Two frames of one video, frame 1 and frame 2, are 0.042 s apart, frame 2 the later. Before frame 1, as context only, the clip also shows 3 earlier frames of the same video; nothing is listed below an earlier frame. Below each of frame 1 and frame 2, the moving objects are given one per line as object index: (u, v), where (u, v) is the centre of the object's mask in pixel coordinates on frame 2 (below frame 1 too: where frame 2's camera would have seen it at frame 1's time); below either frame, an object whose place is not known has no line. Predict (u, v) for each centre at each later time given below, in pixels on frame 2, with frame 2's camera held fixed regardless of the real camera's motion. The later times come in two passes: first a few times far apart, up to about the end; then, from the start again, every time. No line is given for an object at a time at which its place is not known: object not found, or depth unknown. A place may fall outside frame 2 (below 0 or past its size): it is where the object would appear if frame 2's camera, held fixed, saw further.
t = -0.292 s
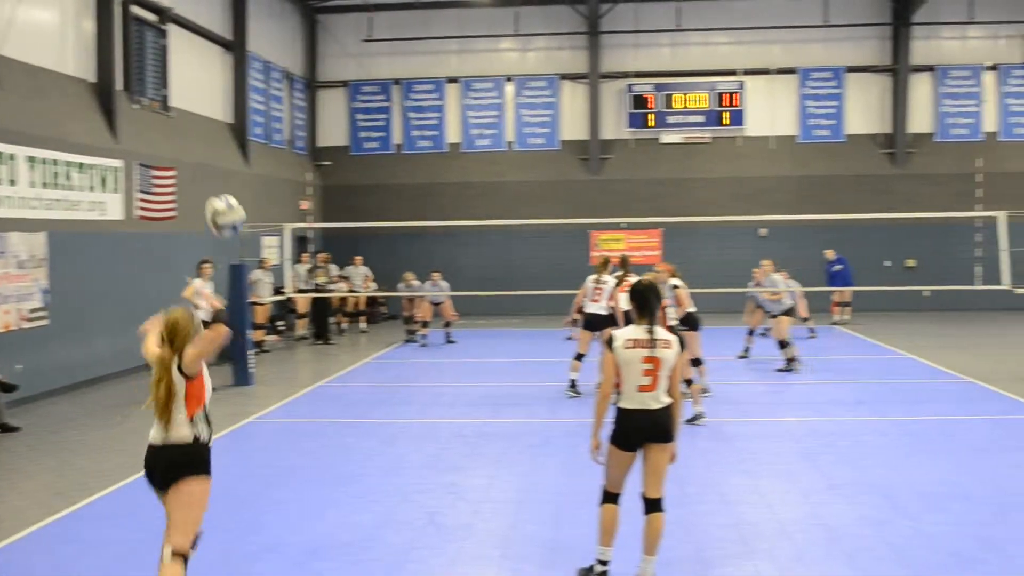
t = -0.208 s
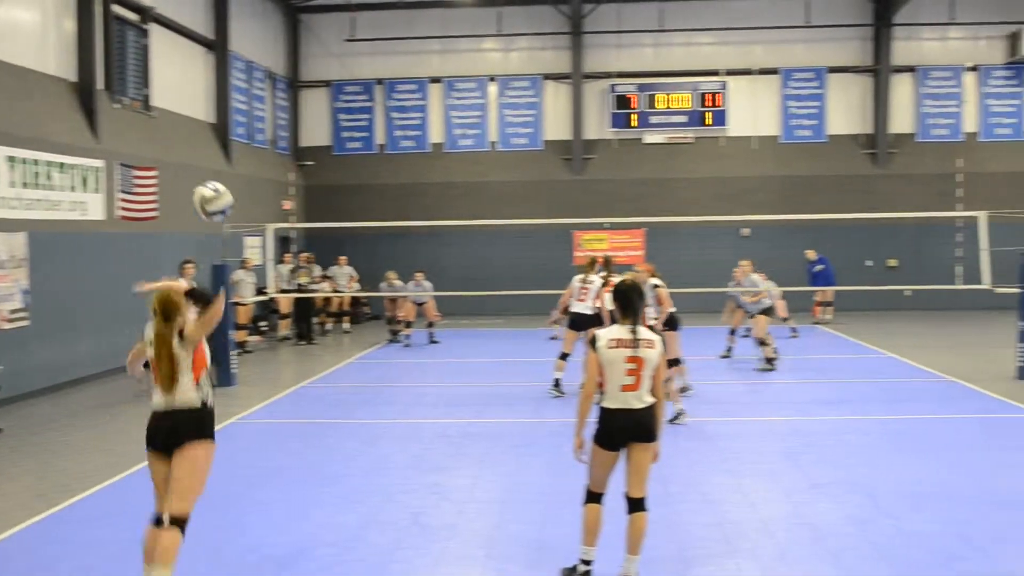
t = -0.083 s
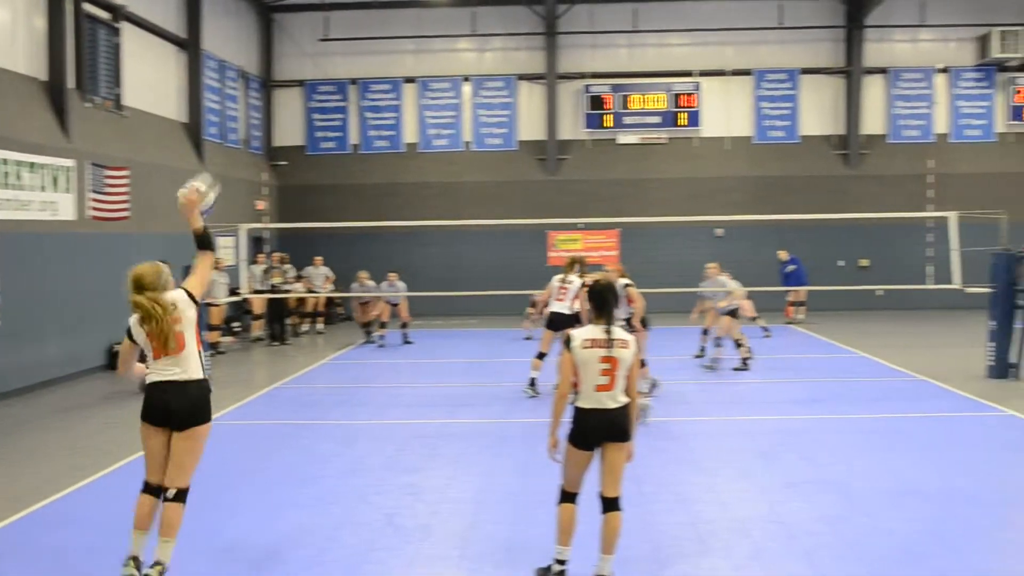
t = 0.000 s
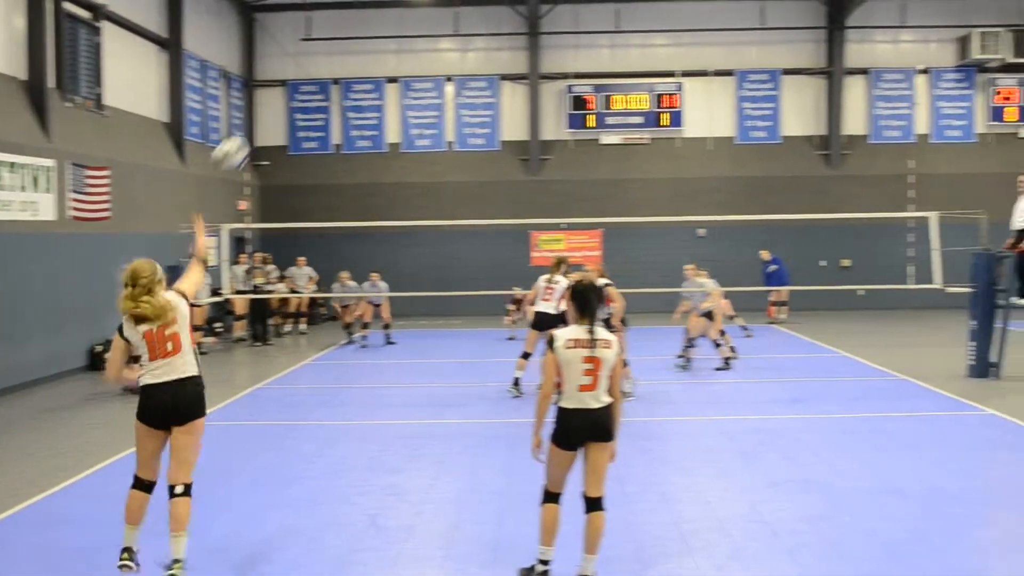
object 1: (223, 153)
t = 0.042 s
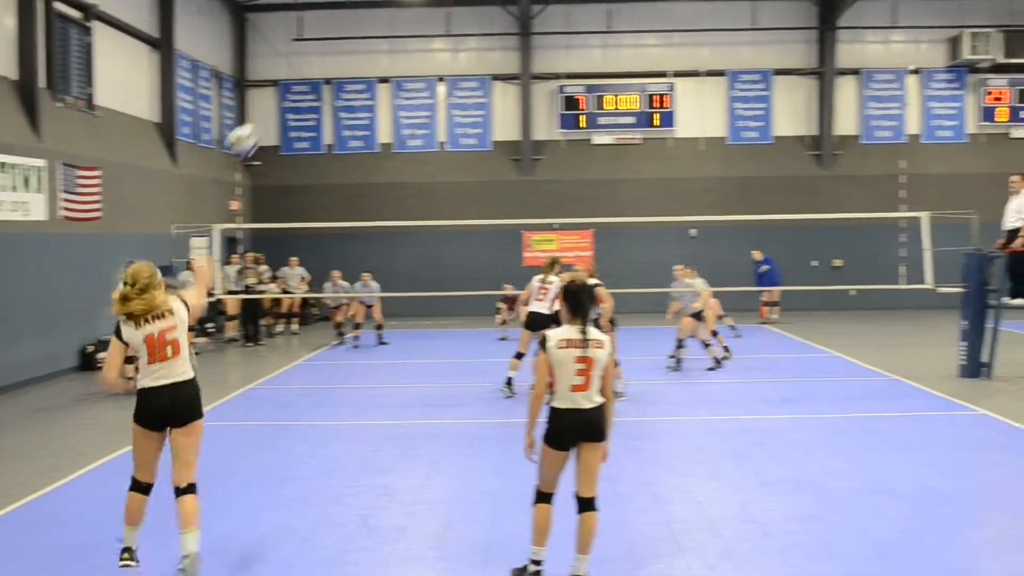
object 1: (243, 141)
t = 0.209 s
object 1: (300, 111)
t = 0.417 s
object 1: (341, 113)
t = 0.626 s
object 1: (368, 134)
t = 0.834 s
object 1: (392, 172)
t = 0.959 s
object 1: (404, 203)
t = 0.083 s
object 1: (261, 129)
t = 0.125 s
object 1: (277, 121)
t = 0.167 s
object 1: (289, 116)
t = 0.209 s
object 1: (300, 111)
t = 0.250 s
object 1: (311, 110)
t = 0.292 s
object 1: (320, 110)
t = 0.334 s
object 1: (329, 111)
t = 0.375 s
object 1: (335, 112)
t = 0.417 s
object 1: (341, 113)
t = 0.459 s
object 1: (347, 117)
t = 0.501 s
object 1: (352, 120)
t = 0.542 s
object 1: (358, 124)
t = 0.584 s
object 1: (362, 129)
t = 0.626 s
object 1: (368, 134)
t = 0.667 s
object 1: (372, 139)
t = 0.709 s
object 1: (378, 148)
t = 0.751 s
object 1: (383, 156)
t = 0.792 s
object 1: (387, 163)
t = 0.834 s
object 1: (392, 172)
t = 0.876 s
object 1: (396, 182)
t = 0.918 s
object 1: (400, 193)
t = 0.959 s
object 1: (404, 203)
